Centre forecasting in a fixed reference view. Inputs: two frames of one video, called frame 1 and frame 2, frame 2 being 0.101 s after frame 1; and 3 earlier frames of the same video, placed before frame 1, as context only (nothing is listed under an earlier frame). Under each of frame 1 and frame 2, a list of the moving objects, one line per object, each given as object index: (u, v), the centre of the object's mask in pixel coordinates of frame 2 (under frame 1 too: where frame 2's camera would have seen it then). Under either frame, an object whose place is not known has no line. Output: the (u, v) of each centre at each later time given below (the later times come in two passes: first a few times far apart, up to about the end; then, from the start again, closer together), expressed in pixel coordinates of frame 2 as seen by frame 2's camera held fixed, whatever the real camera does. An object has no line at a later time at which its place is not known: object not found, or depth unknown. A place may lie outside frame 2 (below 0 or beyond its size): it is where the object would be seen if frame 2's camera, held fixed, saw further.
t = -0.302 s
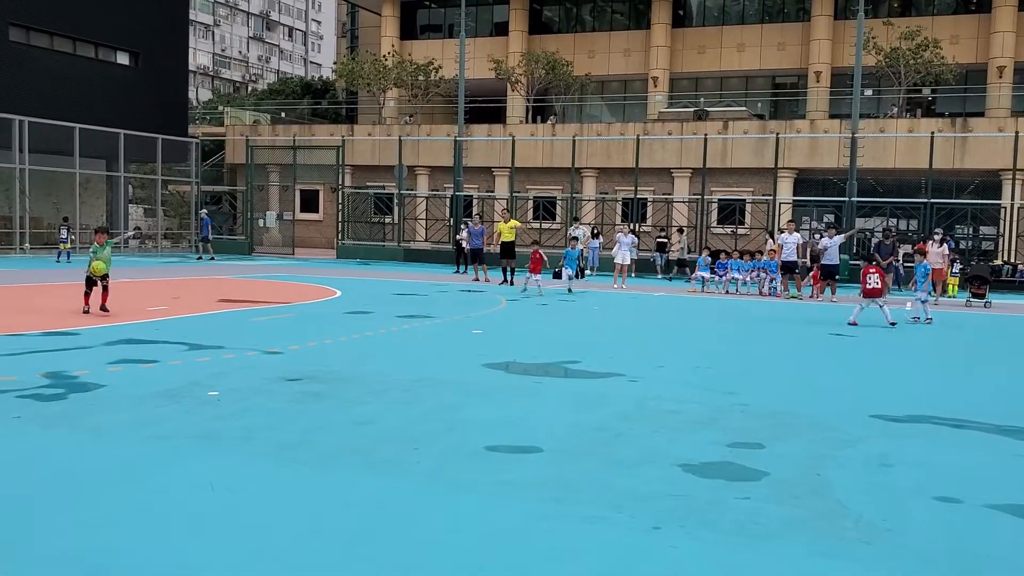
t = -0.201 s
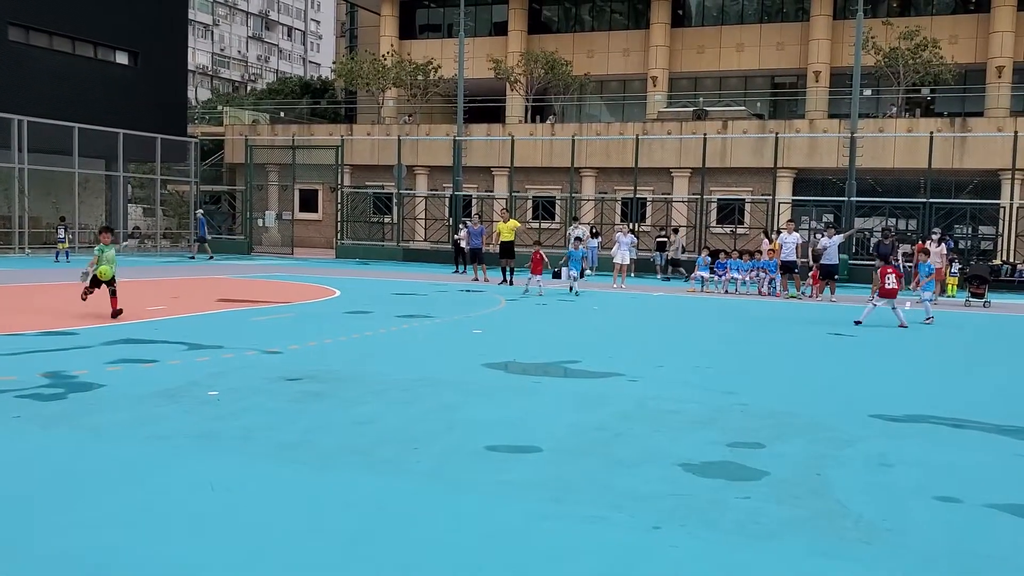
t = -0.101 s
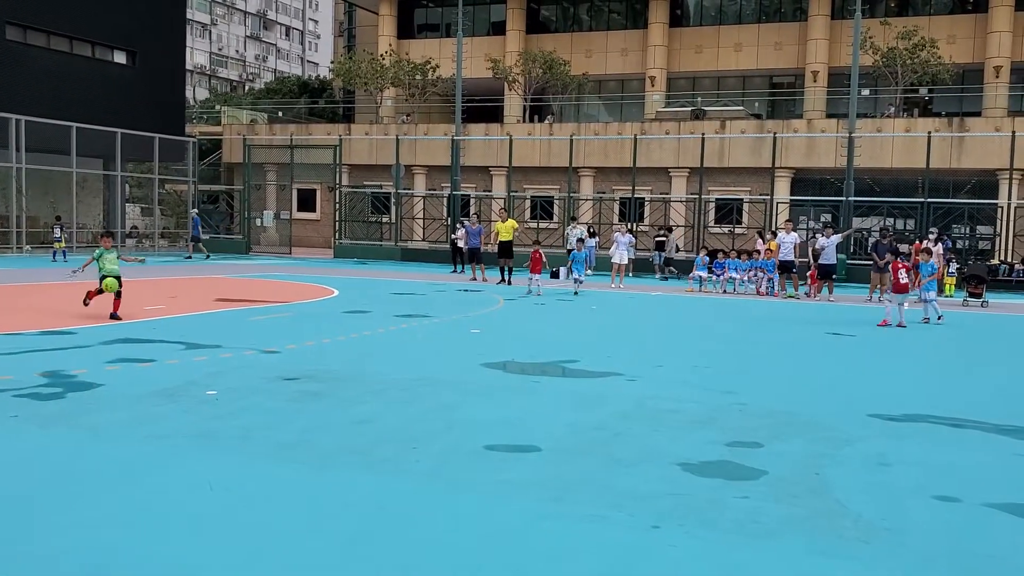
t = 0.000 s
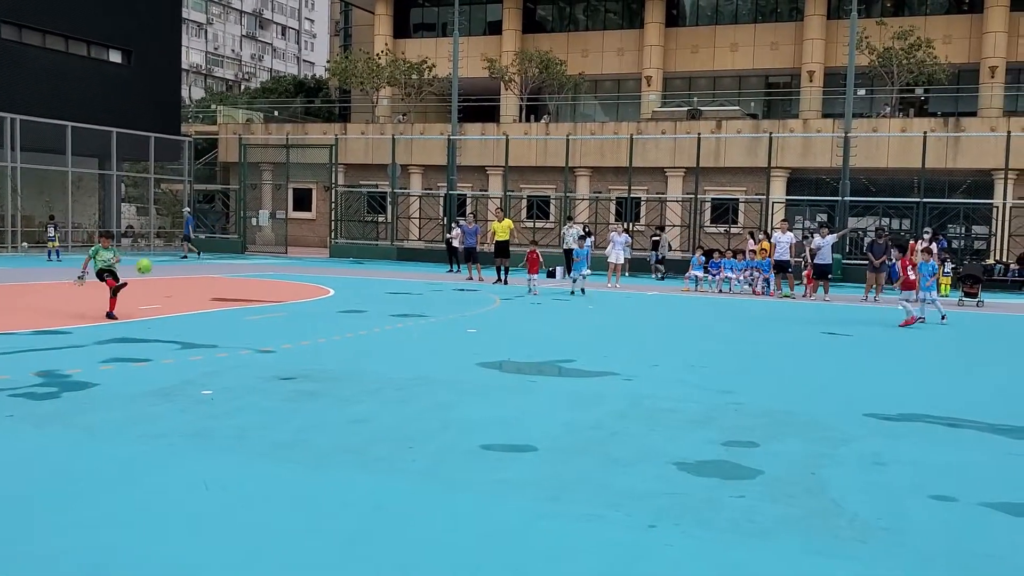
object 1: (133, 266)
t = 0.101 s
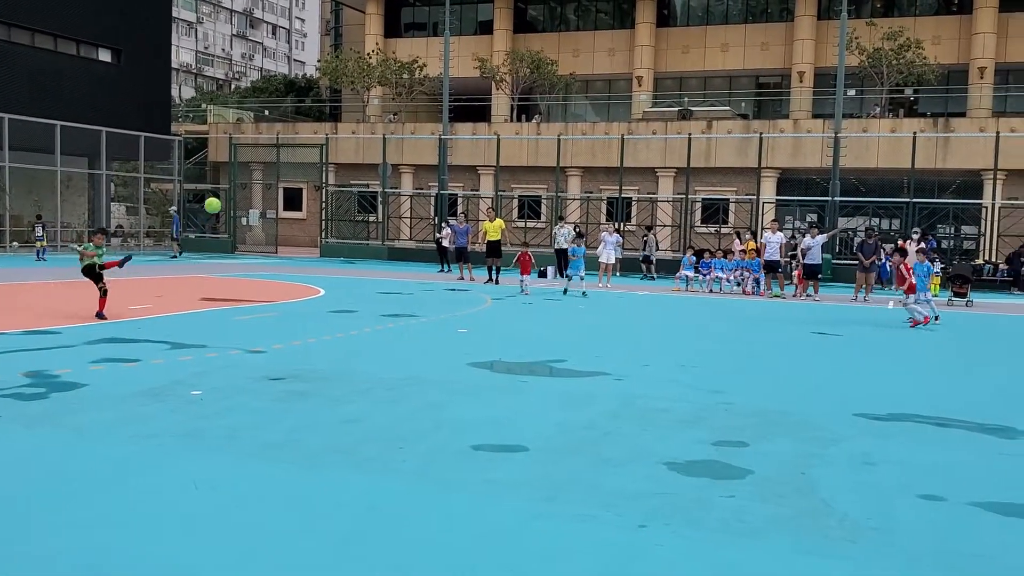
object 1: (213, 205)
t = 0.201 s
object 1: (292, 153)
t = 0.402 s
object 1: (454, 71)
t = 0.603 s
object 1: (617, 22)
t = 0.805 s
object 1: (781, 8)
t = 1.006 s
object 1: (948, 30)
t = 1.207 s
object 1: (1115, 88)
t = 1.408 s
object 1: (1283, 185)
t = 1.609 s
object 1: (1446, 317)
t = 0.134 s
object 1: (239, 187)
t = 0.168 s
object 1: (265, 170)
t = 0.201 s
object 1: (292, 153)
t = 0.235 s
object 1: (319, 137)
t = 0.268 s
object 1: (346, 122)
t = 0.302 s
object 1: (373, 108)
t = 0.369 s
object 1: (427, 82)
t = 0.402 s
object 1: (454, 71)
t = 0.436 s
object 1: (481, 61)
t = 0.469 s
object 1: (509, 51)
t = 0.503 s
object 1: (536, 42)
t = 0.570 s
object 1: (590, 28)
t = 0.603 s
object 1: (617, 22)
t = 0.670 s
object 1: (671, 14)
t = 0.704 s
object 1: (699, 11)
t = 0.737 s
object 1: (726, 9)
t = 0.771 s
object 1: (754, 8)
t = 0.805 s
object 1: (781, 8)
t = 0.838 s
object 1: (809, 9)
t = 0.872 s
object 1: (836, 11)
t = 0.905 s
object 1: (864, 15)
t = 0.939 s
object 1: (892, 18)
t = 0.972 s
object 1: (920, 23)
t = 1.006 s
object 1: (948, 30)
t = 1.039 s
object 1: (975, 37)
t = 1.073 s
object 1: (1003, 45)
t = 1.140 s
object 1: (1059, 64)
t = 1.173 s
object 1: (1087, 75)
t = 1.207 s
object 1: (1115, 88)
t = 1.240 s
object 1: (1144, 101)
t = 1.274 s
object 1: (1172, 115)
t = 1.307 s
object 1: (1201, 130)
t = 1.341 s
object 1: (1228, 147)
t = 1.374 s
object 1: (1255, 166)
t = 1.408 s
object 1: (1283, 185)
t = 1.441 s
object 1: (1311, 204)
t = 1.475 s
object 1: (1337, 225)
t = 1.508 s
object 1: (1365, 246)
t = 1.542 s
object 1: (1392, 269)
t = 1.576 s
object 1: (1420, 292)
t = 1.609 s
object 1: (1446, 317)
